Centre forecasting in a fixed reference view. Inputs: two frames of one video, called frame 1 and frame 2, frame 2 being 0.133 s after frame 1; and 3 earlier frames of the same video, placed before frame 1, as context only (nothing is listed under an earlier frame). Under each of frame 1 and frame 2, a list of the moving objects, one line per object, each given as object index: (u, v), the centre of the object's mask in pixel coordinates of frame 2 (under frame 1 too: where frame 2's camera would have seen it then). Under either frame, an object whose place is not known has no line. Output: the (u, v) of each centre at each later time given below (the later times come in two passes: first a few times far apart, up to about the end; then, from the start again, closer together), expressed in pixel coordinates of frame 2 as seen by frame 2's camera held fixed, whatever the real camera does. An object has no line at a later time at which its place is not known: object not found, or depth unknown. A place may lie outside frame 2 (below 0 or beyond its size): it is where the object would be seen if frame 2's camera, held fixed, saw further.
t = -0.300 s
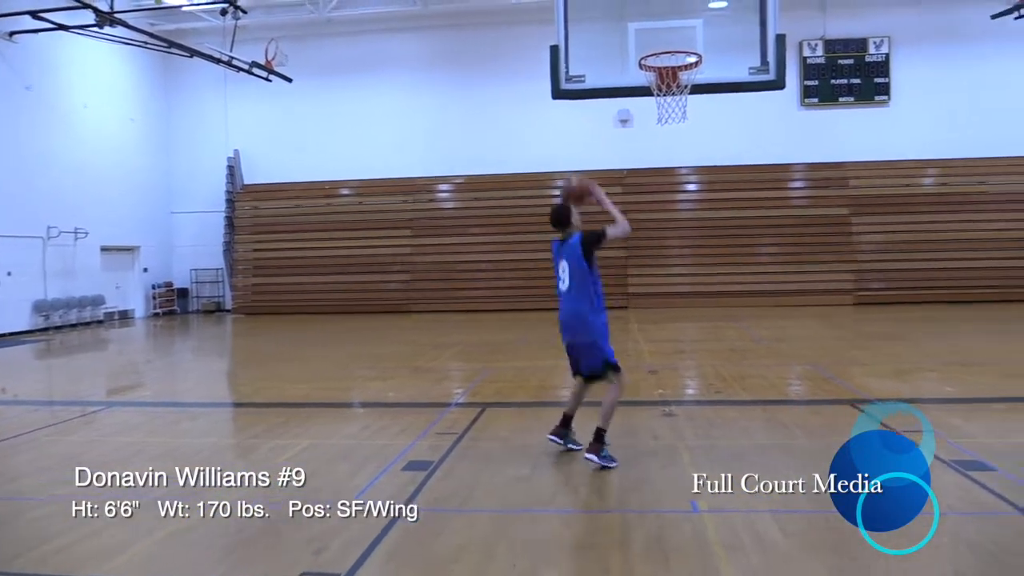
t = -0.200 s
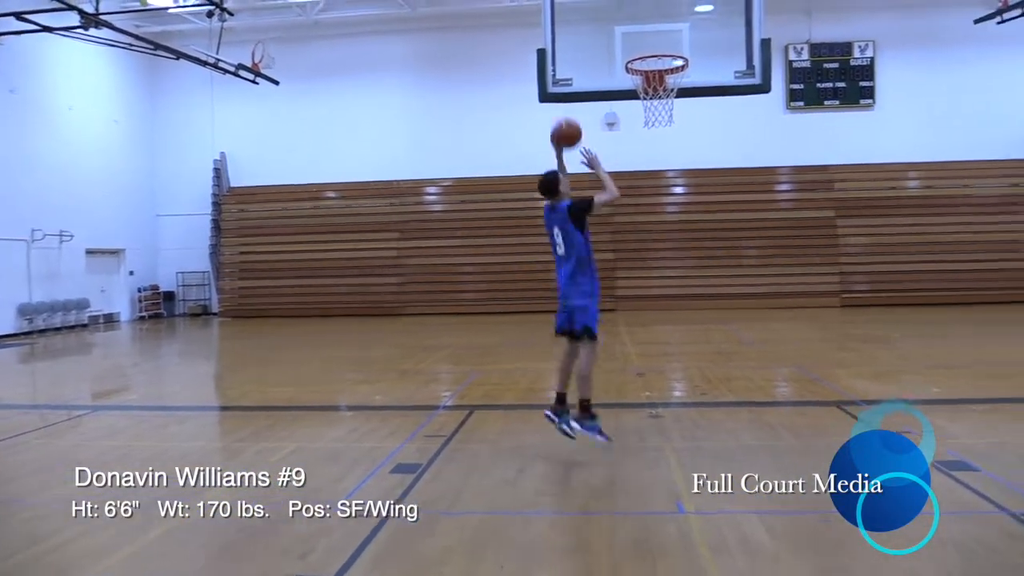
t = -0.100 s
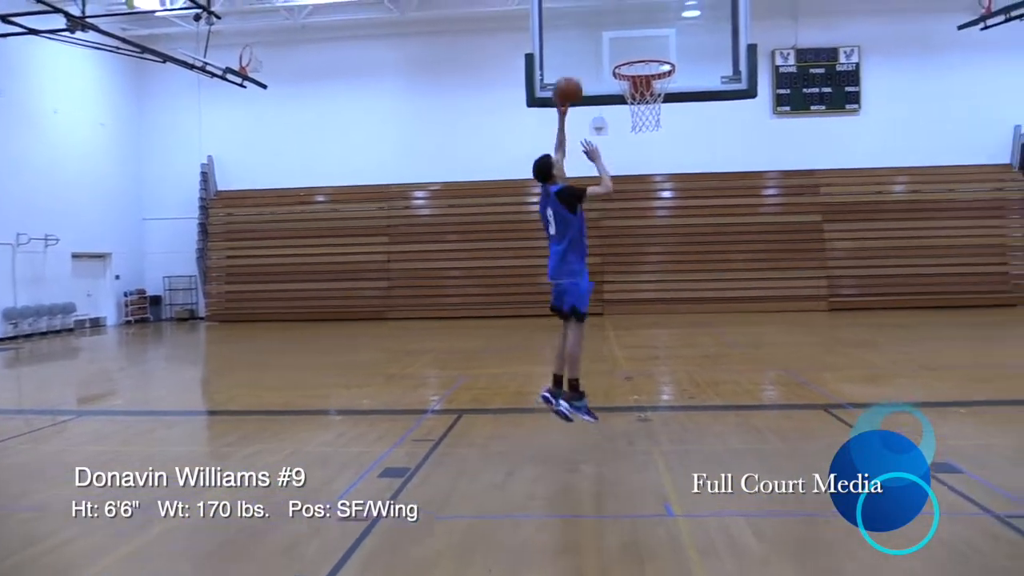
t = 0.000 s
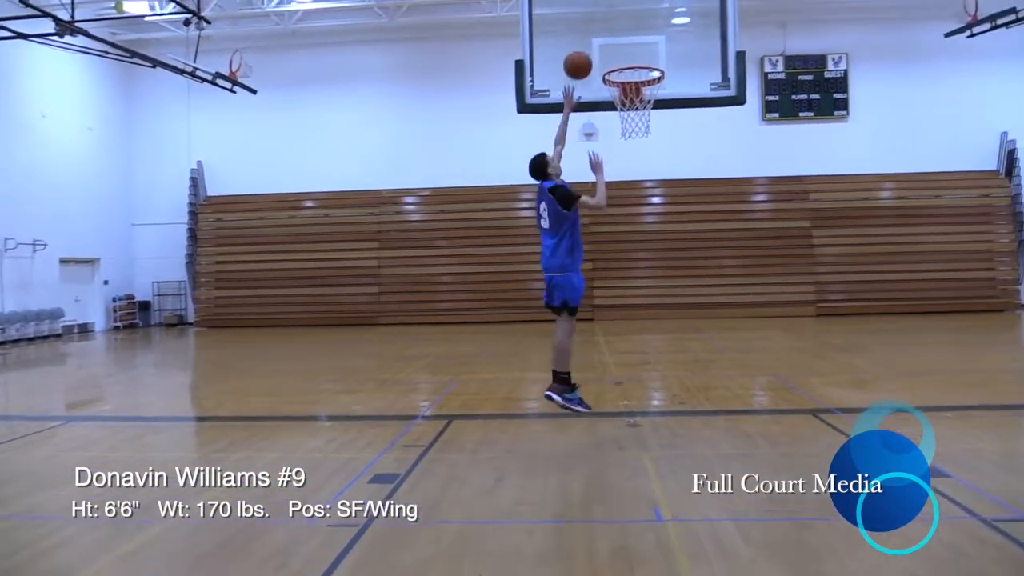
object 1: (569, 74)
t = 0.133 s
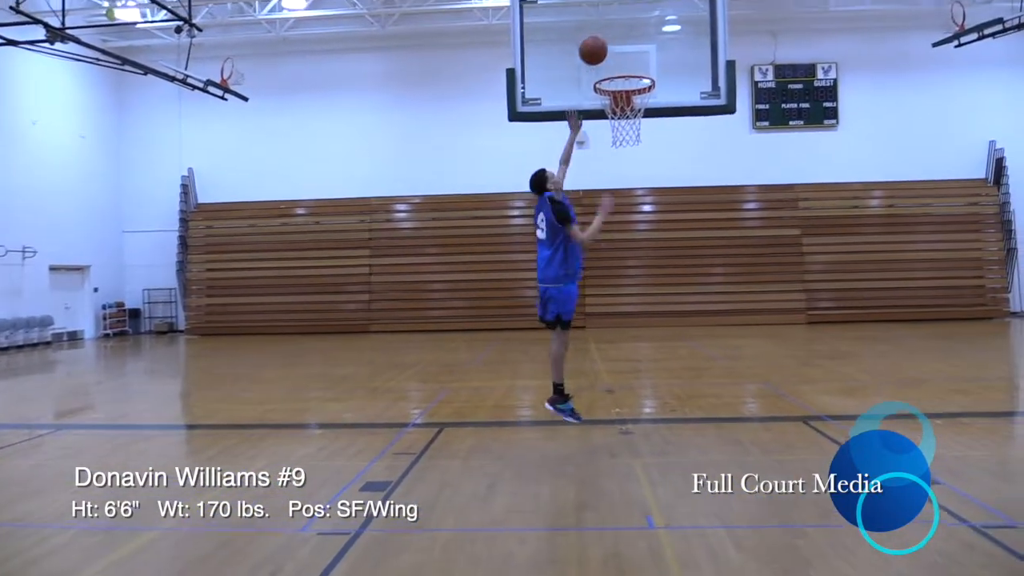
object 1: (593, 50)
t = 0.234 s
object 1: (605, 47)
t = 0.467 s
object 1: (636, 86)
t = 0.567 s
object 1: (626, 116)
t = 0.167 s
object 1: (597, 48)
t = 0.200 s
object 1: (601, 47)
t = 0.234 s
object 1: (605, 47)
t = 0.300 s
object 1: (614, 51)
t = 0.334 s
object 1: (618, 56)
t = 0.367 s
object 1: (622, 61)
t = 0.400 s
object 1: (627, 67)
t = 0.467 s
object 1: (636, 86)
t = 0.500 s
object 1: (634, 95)
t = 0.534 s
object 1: (628, 106)
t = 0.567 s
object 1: (626, 116)
